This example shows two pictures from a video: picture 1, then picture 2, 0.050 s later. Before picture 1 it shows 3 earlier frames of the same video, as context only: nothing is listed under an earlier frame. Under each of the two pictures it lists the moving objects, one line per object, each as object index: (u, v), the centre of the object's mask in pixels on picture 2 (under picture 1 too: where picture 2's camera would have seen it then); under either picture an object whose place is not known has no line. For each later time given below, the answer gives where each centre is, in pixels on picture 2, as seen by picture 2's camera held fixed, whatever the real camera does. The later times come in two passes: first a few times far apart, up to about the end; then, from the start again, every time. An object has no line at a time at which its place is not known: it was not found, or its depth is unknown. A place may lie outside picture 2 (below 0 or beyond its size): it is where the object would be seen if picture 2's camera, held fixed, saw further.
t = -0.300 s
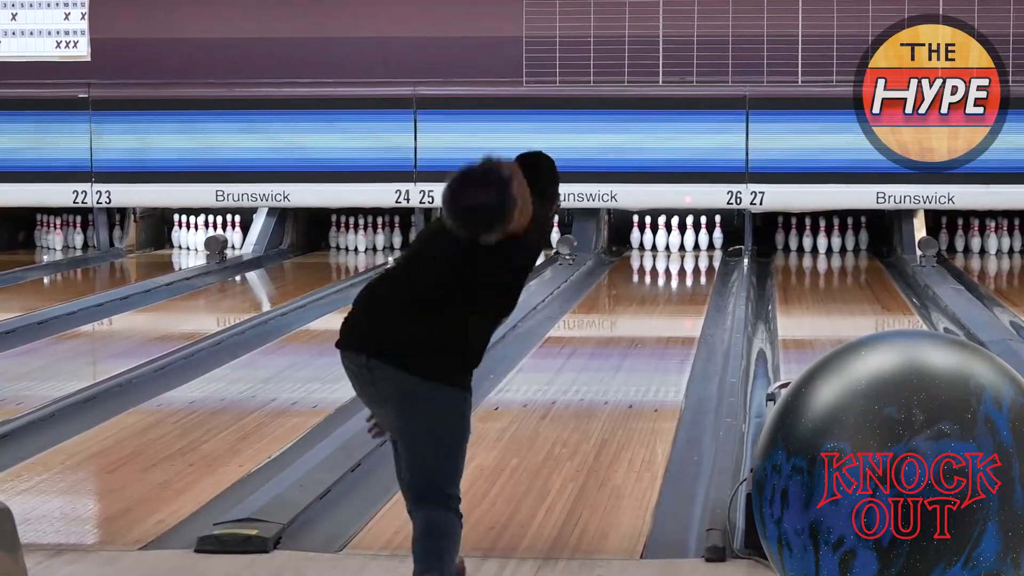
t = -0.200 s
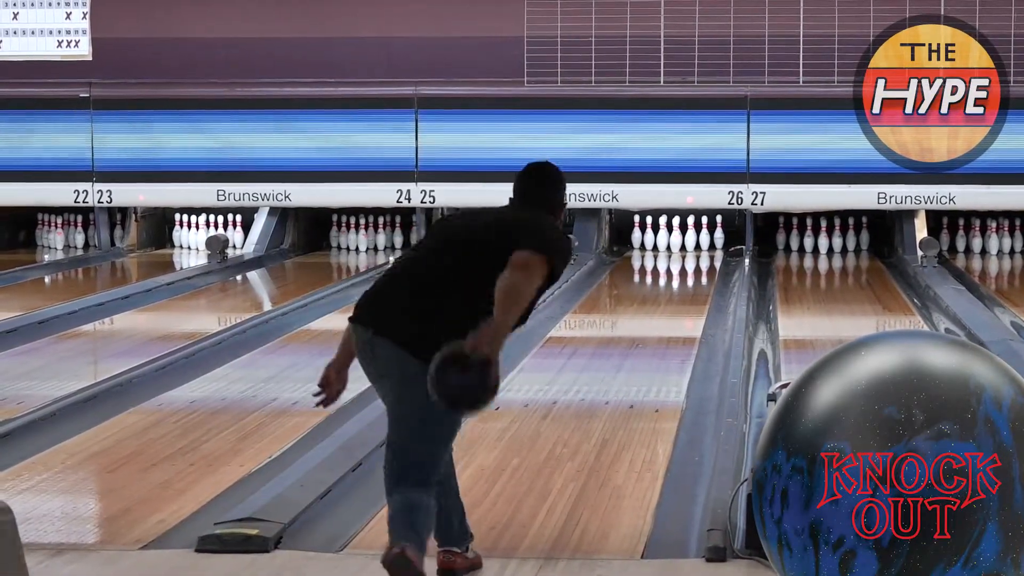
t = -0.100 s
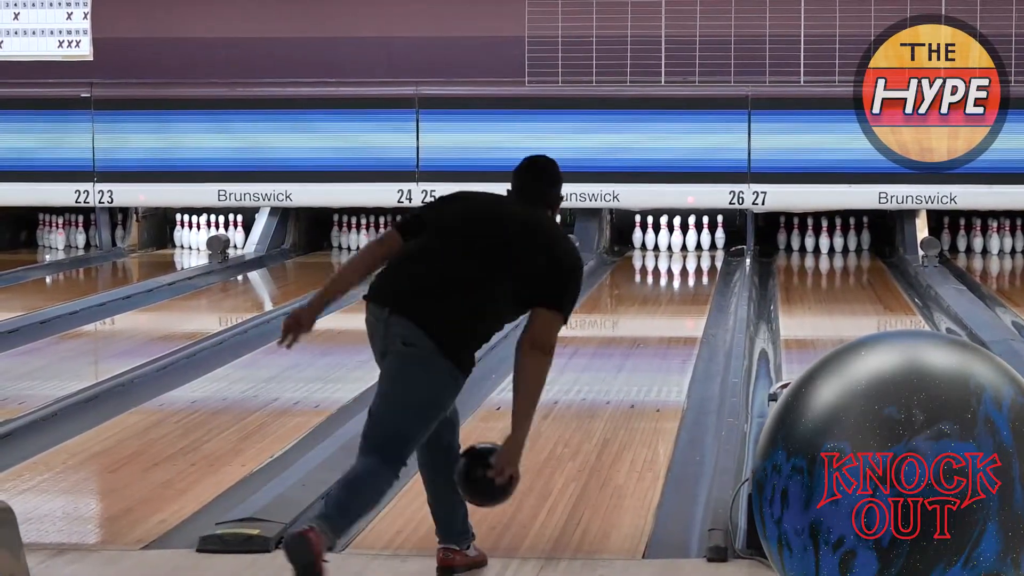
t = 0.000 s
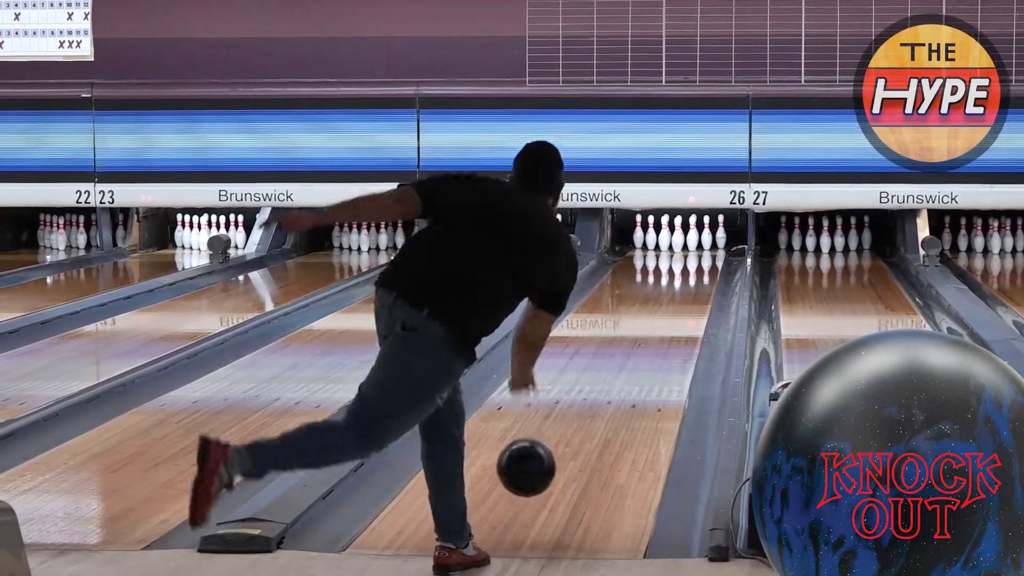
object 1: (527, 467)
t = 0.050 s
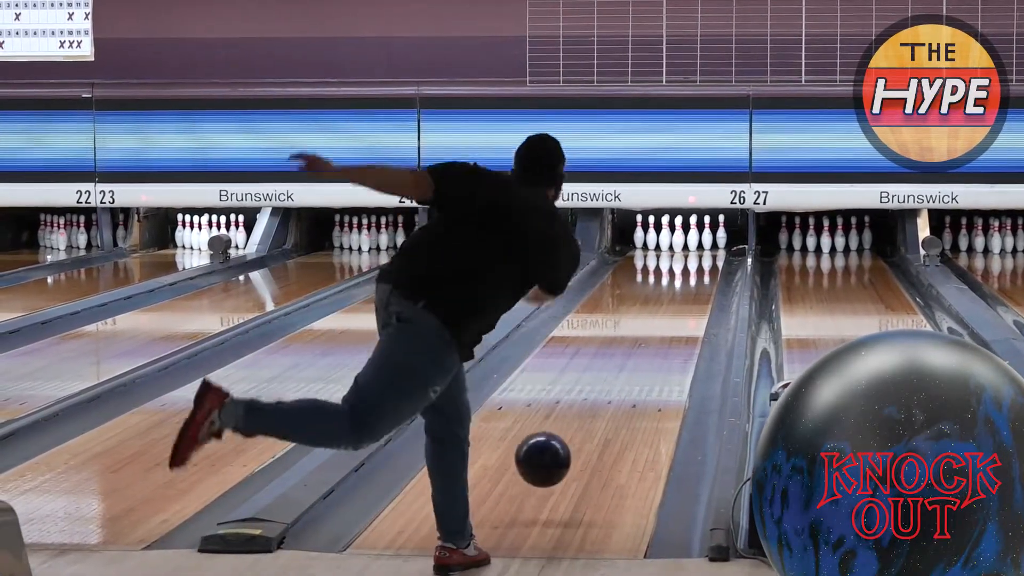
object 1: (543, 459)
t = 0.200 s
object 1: (583, 441)
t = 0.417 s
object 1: (626, 394)
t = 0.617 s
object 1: (653, 360)
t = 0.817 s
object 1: (673, 333)
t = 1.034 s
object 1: (689, 310)
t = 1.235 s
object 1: (698, 292)
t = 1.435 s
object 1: (703, 278)
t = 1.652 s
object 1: (703, 266)
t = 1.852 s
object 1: (700, 256)
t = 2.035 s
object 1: (693, 249)
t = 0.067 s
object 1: (548, 458)
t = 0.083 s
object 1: (553, 457)
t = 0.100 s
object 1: (558, 458)
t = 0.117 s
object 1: (562, 459)
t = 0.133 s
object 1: (567, 460)
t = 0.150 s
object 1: (571, 462)
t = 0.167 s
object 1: (575, 454)
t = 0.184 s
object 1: (579, 447)
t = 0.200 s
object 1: (583, 441)
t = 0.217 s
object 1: (587, 435)
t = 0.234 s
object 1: (591, 431)
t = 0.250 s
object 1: (595, 427)
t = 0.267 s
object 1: (598, 423)
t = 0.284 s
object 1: (601, 421)
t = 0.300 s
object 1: (605, 419)
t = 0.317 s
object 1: (608, 416)
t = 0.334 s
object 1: (611, 412)
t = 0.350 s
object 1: (614, 408)
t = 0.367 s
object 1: (617, 405)
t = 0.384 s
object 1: (620, 401)
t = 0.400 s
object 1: (623, 398)
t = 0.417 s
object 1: (626, 394)
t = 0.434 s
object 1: (628, 391)
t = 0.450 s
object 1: (631, 388)
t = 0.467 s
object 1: (634, 385)
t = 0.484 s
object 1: (636, 381)
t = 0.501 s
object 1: (638, 379)
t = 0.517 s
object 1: (641, 376)
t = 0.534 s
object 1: (643, 373)
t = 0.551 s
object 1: (645, 370)
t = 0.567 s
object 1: (647, 368)
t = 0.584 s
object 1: (650, 365)
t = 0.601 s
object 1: (651, 362)
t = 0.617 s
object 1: (653, 360)
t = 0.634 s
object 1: (655, 358)
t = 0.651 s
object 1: (657, 355)
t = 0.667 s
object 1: (659, 353)
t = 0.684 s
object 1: (661, 350)
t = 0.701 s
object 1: (662, 348)
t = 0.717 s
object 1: (664, 346)
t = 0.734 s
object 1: (666, 343)
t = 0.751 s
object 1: (668, 341)
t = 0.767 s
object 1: (669, 339)
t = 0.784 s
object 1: (671, 337)
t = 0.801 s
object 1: (672, 335)
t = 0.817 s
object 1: (673, 333)
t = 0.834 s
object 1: (675, 331)
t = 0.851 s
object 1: (676, 329)
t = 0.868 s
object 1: (678, 327)
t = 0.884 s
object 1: (679, 325)
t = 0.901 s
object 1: (680, 323)
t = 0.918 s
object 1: (681, 321)
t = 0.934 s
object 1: (682, 319)
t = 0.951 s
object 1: (683, 318)
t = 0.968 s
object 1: (685, 316)
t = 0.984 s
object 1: (686, 314)
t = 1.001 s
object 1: (687, 313)
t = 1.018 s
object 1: (688, 311)
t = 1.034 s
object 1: (689, 310)
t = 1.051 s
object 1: (690, 308)
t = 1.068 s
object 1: (691, 307)
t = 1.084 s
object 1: (691, 305)
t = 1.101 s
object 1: (692, 303)
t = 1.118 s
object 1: (693, 302)
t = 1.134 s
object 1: (694, 300)
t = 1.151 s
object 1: (695, 299)
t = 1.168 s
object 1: (695, 298)
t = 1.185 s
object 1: (696, 296)
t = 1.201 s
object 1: (697, 295)
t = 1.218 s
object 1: (697, 293)
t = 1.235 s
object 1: (698, 292)
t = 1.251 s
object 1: (698, 291)
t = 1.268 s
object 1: (699, 290)
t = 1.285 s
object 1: (699, 289)
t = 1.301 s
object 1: (700, 287)
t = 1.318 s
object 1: (700, 286)
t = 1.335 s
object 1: (701, 285)
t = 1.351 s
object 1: (701, 284)
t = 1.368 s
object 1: (701, 283)
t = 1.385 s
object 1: (702, 282)
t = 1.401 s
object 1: (702, 281)
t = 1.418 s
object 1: (702, 279)
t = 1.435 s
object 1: (703, 278)
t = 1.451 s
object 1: (703, 277)
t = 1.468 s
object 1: (703, 276)
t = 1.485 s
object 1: (703, 275)
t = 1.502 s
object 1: (703, 274)
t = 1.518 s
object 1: (703, 273)
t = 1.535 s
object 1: (703, 272)
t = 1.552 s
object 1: (703, 271)
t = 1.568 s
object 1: (703, 270)
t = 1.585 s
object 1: (703, 269)
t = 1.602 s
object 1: (703, 268)
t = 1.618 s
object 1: (703, 267)
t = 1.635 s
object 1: (703, 267)
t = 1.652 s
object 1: (703, 266)
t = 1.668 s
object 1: (703, 265)
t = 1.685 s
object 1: (703, 264)
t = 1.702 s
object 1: (703, 263)
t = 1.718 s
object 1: (703, 263)
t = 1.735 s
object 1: (703, 262)
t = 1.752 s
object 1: (702, 261)
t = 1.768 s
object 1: (702, 260)
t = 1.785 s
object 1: (701, 259)
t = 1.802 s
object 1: (701, 258)
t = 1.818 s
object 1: (701, 257)
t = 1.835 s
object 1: (700, 256)
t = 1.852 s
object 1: (700, 256)
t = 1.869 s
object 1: (699, 255)
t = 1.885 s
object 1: (699, 254)
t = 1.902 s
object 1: (698, 253)
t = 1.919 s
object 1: (698, 253)
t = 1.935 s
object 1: (697, 252)
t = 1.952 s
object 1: (696, 251)
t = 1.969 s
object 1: (696, 251)
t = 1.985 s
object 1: (695, 250)
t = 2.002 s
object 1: (694, 250)
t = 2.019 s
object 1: (694, 249)
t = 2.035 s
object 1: (693, 249)
